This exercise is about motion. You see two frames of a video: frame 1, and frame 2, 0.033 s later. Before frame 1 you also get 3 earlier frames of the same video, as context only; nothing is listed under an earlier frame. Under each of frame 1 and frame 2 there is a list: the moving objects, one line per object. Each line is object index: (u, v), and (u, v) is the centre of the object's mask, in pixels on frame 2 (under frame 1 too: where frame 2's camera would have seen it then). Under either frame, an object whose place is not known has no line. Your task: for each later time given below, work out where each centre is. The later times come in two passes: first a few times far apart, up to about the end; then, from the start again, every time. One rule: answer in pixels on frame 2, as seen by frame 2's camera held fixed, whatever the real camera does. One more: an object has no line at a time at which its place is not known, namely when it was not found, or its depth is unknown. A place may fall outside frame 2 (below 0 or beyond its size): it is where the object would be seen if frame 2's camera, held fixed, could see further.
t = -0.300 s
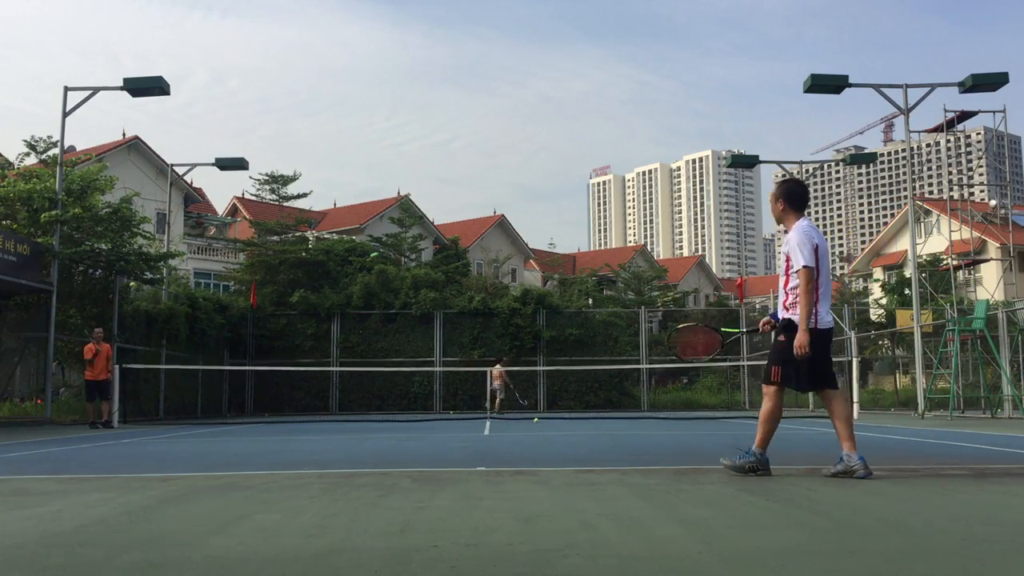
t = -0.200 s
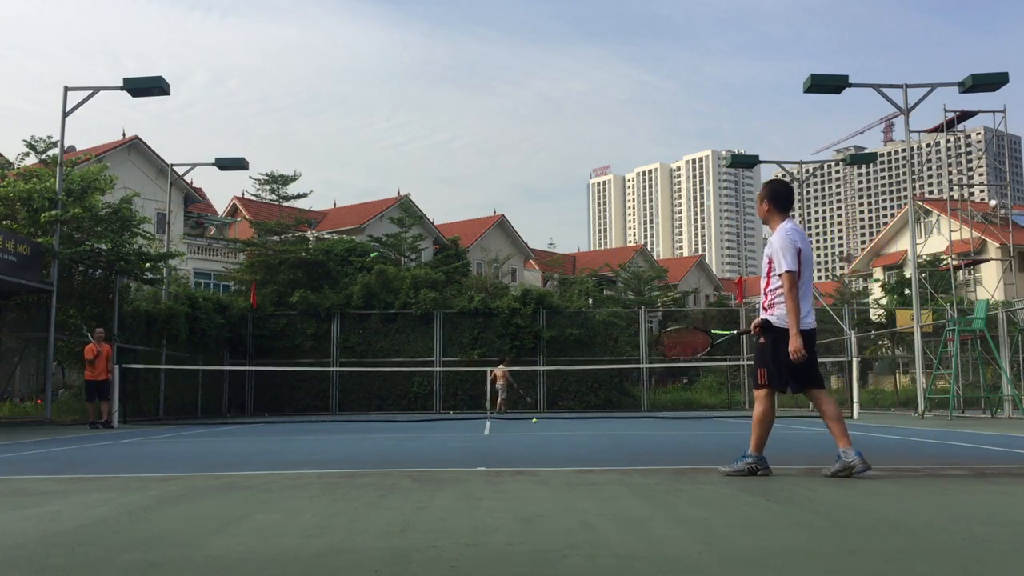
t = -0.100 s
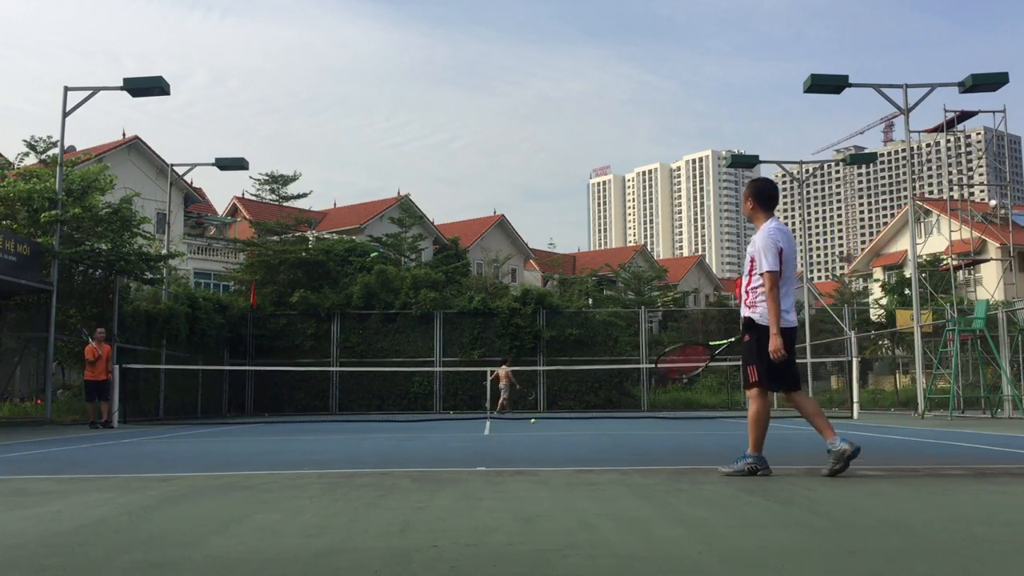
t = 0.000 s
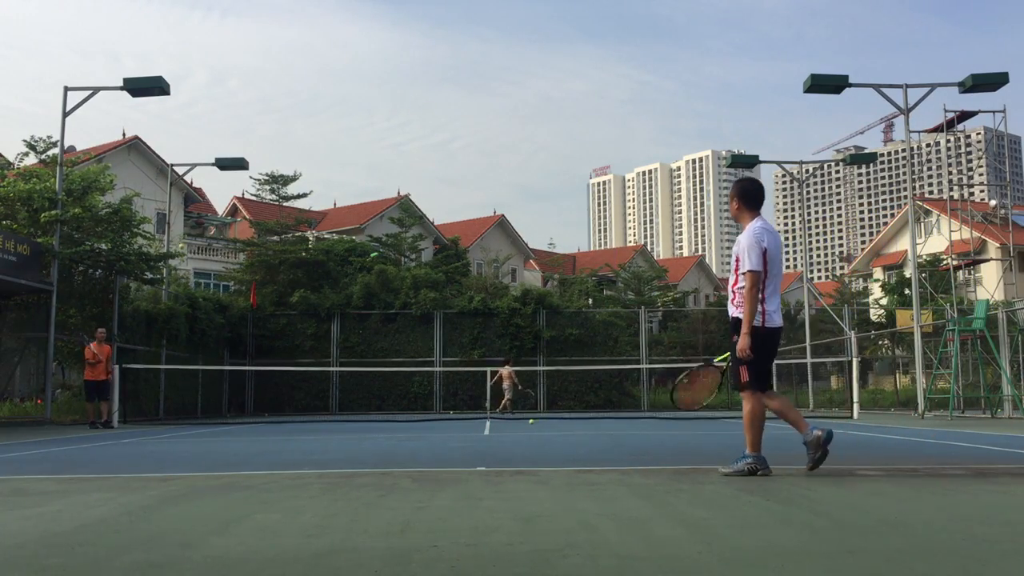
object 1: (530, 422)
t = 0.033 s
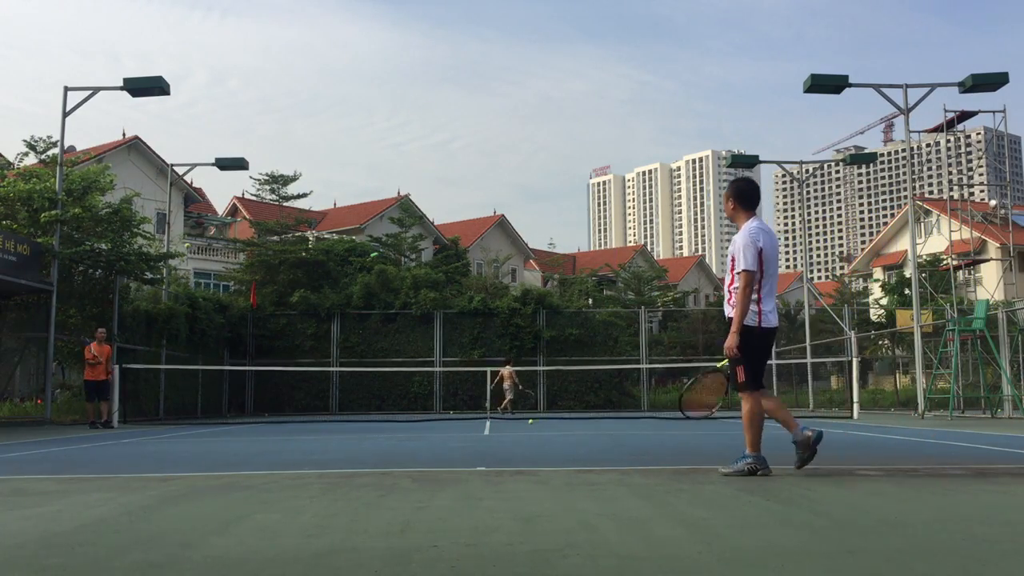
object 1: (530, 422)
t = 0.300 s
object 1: (526, 422)
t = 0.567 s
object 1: (523, 422)
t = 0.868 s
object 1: (519, 423)
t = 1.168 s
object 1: (516, 424)
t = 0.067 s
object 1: (529, 422)
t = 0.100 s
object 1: (528, 422)
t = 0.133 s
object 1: (528, 422)
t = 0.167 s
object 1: (528, 422)
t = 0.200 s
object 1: (527, 422)
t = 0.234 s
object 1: (527, 422)
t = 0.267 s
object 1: (526, 422)
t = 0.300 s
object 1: (526, 422)
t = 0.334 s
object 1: (525, 422)
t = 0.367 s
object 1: (525, 422)
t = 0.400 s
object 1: (525, 422)
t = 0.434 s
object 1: (524, 422)
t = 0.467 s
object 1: (524, 422)
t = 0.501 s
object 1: (523, 422)
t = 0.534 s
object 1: (523, 422)
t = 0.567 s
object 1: (523, 422)
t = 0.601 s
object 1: (522, 422)
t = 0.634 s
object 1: (522, 422)
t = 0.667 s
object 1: (522, 423)
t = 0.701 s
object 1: (521, 422)
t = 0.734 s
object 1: (521, 423)
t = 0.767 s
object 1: (520, 423)
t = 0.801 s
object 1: (520, 422)
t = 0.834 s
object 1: (519, 423)
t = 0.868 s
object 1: (519, 423)
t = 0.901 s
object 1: (519, 423)
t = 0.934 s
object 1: (519, 423)
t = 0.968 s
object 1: (518, 423)
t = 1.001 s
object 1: (518, 423)
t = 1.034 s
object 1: (518, 423)
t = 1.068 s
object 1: (517, 423)
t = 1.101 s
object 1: (517, 423)
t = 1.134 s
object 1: (517, 423)
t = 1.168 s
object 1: (516, 424)
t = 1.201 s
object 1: (516, 424)
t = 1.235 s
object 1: (516, 424)
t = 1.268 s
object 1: (516, 424)
